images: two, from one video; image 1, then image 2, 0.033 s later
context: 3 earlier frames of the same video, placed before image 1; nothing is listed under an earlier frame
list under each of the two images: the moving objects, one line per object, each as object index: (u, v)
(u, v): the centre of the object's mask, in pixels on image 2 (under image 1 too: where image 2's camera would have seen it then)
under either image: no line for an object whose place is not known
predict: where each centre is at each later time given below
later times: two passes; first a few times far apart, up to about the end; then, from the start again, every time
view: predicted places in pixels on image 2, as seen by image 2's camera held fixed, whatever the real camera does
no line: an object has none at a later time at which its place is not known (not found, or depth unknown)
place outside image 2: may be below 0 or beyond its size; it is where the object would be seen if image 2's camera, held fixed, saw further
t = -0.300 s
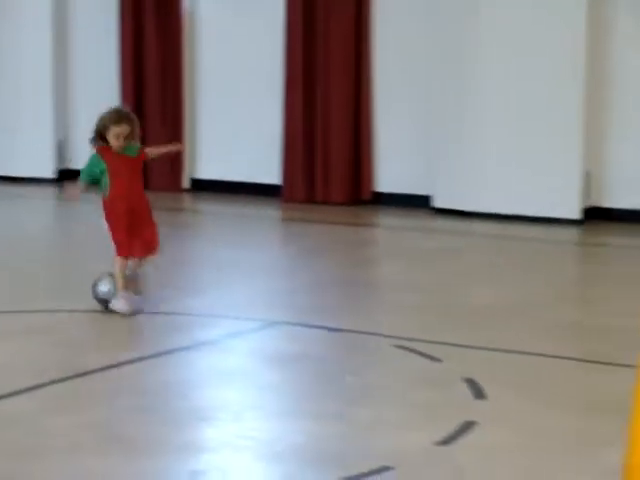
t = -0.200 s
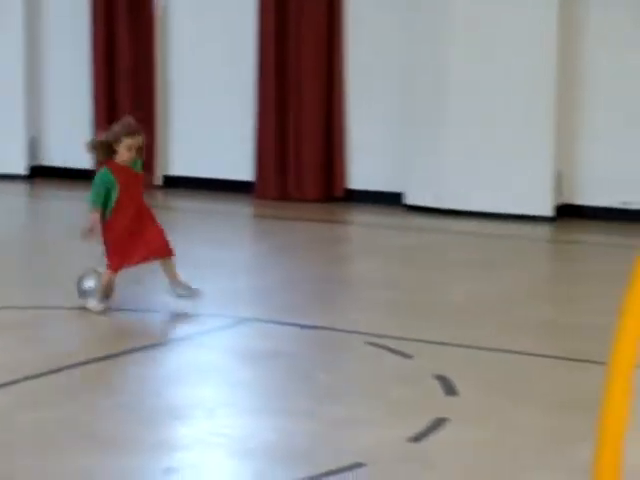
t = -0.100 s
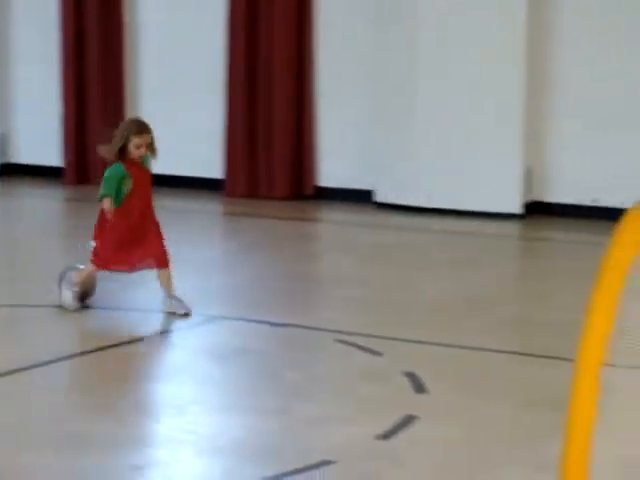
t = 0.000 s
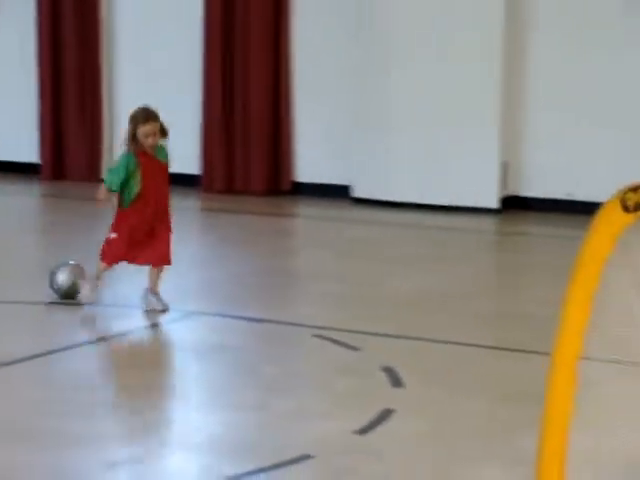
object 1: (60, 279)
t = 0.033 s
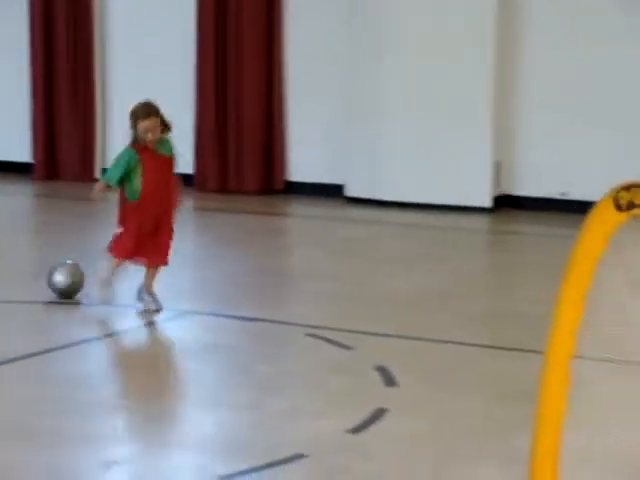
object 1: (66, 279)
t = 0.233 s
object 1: (93, 278)
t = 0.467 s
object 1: (123, 277)
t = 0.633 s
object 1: (141, 277)
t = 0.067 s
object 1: (71, 279)
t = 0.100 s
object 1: (76, 279)
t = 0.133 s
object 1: (80, 279)
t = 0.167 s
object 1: (84, 278)
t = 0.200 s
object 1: (89, 278)
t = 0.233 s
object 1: (93, 278)
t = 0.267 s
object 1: (98, 278)
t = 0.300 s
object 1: (102, 278)
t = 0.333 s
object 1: (106, 278)
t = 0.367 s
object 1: (111, 278)
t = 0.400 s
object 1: (115, 277)
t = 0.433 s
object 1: (119, 278)
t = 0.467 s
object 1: (123, 277)
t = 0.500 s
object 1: (127, 277)
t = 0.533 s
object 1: (130, 277)
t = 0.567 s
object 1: (134, 277)
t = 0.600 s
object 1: (138, 277)
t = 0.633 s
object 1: (141, 277)
